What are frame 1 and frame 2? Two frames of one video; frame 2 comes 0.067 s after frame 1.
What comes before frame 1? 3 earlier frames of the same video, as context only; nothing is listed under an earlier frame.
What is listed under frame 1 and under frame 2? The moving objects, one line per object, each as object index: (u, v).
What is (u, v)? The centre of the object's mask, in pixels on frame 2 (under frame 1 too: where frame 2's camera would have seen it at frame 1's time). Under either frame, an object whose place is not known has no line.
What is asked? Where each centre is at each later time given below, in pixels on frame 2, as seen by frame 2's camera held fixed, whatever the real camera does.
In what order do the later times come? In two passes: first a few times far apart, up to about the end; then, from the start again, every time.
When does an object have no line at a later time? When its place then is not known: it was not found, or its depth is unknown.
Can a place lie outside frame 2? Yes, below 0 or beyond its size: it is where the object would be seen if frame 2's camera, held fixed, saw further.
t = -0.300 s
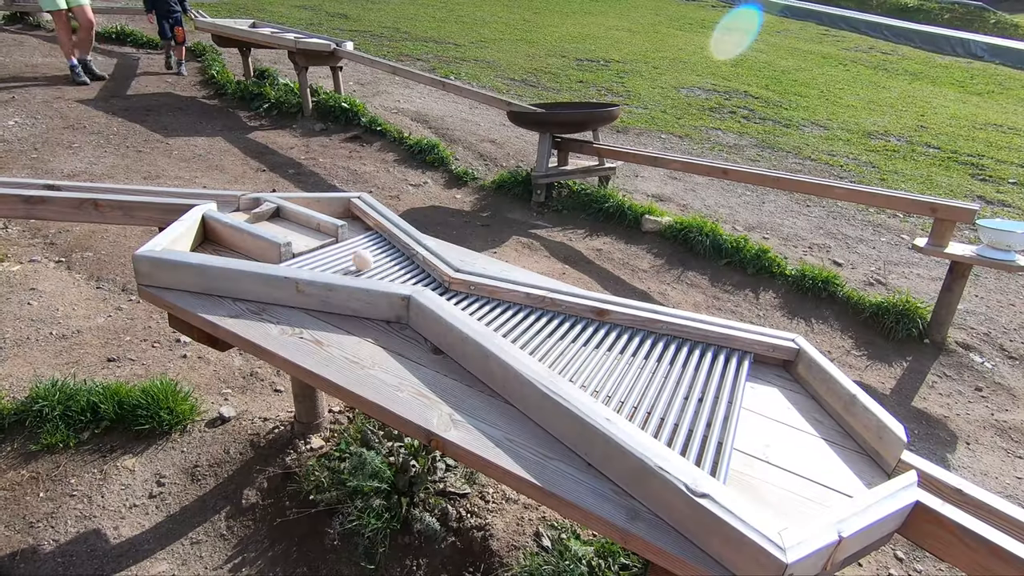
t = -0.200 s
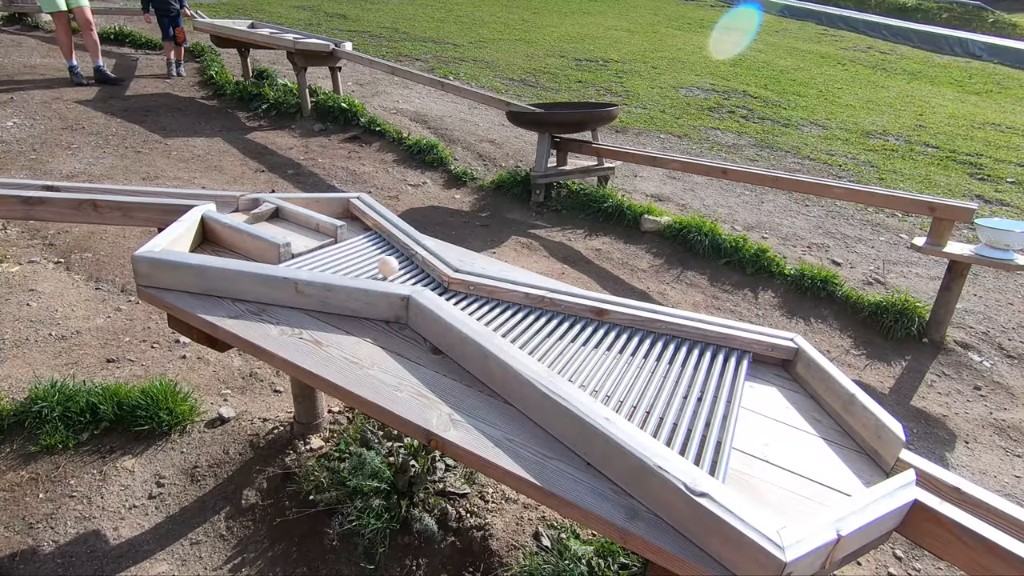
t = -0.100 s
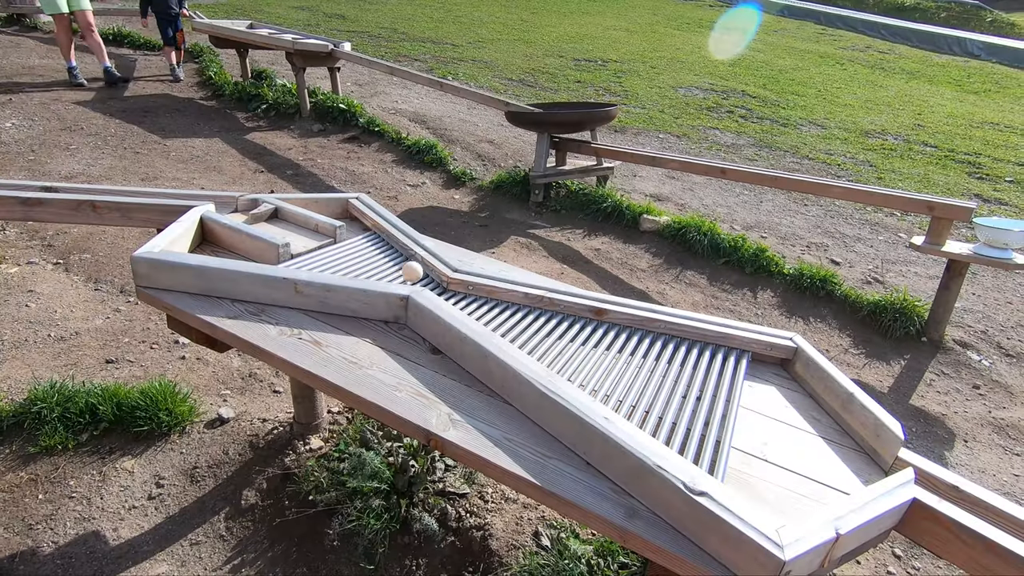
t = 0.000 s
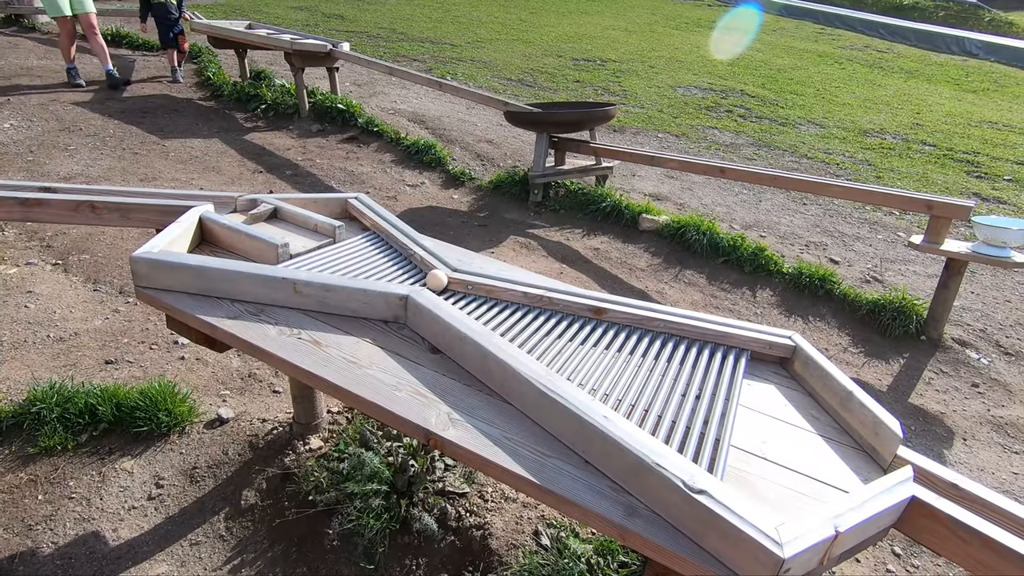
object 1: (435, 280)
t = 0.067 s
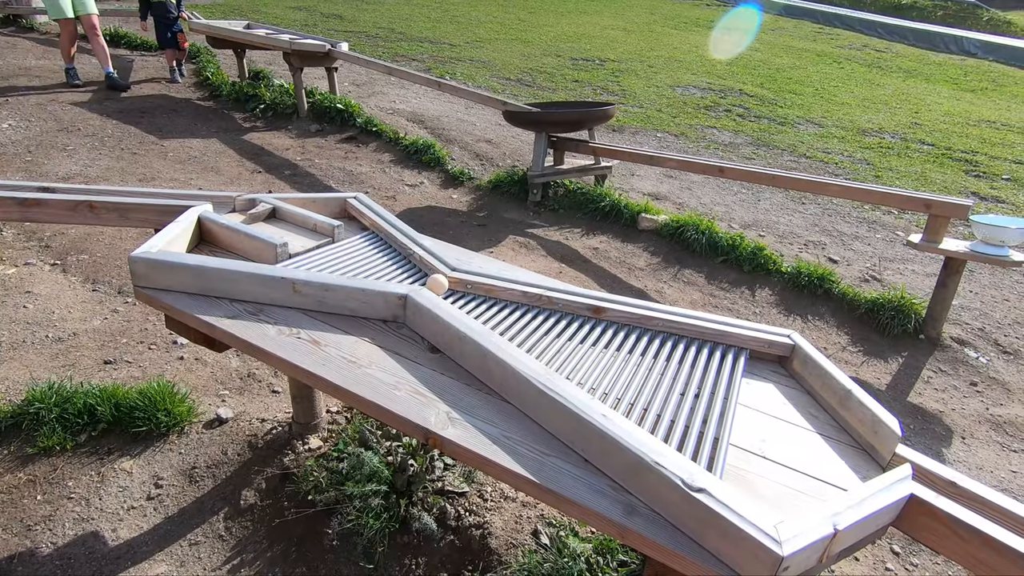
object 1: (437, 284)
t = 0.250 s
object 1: (454, 295)
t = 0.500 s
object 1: (485, 307)
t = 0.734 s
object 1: (517, 315)
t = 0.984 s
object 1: (554, 323)
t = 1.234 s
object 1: (593, 328)
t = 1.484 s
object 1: (635, 332)
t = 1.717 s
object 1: (675, 335)
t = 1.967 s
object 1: (715, 338)
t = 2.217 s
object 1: (754, 348)
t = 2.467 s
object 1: (778, 370)
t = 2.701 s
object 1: (793, 391)
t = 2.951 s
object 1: (835, 419)
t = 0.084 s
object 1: (438, 285)
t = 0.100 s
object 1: (438, 286)
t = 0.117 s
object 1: (439, 289)
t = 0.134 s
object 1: (440, 289)
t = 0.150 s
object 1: (442, 289)
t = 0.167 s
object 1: (444, 290)
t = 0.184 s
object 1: (446, 291)
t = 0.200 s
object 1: (448, 293)
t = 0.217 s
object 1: (450, 293)
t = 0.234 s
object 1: (452, 294)
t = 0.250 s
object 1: (454, 295)
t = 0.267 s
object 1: (456, 296)
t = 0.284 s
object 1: (458, 297)
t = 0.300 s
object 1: (460, 298)
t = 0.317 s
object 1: (461, 298)
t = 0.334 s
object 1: (464, 299)
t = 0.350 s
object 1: (466, 300)
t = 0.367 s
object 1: (468, 302)
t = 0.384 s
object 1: (470, 301)
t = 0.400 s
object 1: (471, 303)
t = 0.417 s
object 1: (474, 303)
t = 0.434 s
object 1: (476, 305)
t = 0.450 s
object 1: (479, 305)
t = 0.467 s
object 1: (480, 305)
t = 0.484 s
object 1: (483, 306)
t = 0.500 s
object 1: (485, 307)
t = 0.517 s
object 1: (487, 308)
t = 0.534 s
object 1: (489, 308)
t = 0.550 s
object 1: (491, 308)
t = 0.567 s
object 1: (493, 309)
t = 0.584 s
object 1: (496, 310)
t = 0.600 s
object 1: (499, 311)
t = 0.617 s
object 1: (501, 311)
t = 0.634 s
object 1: (503, 312)
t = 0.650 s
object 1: (505, 313)
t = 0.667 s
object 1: (508, 313)
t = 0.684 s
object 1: (510, 315)
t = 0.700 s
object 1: (513, 314)
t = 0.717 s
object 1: (515, 314)
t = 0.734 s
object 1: (517, 315)
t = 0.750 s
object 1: (520, 316)
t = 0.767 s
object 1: (522, 316)
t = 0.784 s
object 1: (524, 317)
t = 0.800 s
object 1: (527, 317)
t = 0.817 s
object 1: (529, 318)
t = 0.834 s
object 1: (532, 318)
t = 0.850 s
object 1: (535, 320)
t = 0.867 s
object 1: (537, 320)
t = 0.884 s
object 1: (539, 320)
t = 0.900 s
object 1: (542, 320)
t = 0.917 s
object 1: (544, 321)
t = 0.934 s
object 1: (547, 322)
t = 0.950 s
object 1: (549, 322)
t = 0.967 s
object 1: (552, 322)
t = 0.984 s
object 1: (554, 323)
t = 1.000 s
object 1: (556, 323)
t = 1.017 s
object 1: (559, 324)
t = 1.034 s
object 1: (562, 324)
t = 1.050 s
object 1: (564, 324)
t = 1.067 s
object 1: (567, 325)
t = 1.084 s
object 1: (569, 325)
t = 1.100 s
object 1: (572, 326)
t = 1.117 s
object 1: (575, 326)
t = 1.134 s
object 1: (577, 326)
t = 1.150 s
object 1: (580, 326)
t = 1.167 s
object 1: (582, 327)
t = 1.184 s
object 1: (585, 328)
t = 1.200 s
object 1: (588, 328)
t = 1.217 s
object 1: (591, 328)
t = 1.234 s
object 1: (593, 328)
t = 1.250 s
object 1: (596, 329)
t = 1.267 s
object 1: (599, 330)
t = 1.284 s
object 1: (602, 329)
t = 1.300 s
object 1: (604, 329)
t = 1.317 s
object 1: (607, 330)
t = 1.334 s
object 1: (610, 330)
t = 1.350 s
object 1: (613, 331)
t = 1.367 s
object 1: (616, 331)
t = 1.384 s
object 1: (618, 331)
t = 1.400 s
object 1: (620, 331)
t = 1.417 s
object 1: (624, 332)
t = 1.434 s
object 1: (626, 332)
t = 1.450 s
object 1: (629, 332)
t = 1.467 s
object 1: (632, 332)
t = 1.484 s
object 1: (635, 332)
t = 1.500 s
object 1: (638, 334)
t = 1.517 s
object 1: (641, 333)
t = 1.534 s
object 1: (643, 333)
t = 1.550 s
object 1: (646, 333)
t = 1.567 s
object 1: (649, 334)
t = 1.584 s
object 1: (652, 334)
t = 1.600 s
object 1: (655, 334)
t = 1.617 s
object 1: (658, 333)
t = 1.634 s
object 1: (660, 334)
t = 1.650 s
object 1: (664, 335)
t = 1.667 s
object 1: (666, 334)
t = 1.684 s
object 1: (669, 334)
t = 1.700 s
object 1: (672, 334)
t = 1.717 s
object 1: (675, 335)
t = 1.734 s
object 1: (677, 335)
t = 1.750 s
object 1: (680, 334)
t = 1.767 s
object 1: (682, 334)
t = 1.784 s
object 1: (685, 334)
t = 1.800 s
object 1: (688, 335)
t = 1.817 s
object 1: (691, 335)
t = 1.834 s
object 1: (693, 334)
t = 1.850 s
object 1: (696, 334)
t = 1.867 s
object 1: (699, 334)
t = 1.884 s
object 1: (702, 335)
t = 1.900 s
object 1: (704, 335)
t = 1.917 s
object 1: (707, 335)
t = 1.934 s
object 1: (709, 336)
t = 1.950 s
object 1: (712, 337)
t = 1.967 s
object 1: (715, 338)
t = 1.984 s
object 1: (717, 338)
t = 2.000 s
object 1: (720, 338)
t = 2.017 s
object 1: (722, 339)
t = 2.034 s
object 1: (725, 340)
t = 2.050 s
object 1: (727, 341)
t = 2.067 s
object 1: (730, 341)
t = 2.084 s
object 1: (732, 341)
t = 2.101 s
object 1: (735, 342)
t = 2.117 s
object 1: (738, 343)
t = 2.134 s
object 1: (741, 344)
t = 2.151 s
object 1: (743, 343)
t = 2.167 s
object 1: (746, 344)
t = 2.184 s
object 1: (748, 345)
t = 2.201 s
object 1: (751, 347)
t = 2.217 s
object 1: (754, 348)
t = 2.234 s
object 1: (757, 352)
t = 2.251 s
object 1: (760, 356)
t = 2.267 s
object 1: (763, 359)
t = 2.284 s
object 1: (767, 357)
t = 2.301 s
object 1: (771, 356)
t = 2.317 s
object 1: (776, 356)
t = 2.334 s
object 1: (780, 358)
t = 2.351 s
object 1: (784, 362)
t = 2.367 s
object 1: (782, 364)
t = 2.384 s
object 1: (781, 365)
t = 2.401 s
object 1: (780, 365)
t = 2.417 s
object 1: (779, 366)
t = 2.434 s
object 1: (778, 368)
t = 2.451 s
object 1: (778, 369)
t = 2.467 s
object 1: (778, 370)
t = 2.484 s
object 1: (778, 371)
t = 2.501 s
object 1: (778, 373)
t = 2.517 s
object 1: (778, 374)
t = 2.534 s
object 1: (779, 375)
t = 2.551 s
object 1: (779, 377)
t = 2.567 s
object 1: (780, 378)
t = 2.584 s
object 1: (781, 380)
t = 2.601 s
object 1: (782, 381)
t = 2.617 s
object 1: (783, 382)
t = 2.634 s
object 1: (785, 384)
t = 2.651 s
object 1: (786, 385)
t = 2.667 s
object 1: (788, 387)
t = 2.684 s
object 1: (790, 389)
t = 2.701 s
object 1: (793, 391)
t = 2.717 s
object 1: (795, 392)
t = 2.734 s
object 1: (797, 394)
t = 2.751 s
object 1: (800, 395)
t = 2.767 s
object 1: (803, 397)
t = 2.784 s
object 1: (806, 399)
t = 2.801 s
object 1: (810, 401)
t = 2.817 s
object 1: (813, 403)
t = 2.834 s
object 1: (817, 405)
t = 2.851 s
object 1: (821, 407)
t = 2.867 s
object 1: (825, 409)
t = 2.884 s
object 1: (829, 412)
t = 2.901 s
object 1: (832, 413)
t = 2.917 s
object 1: (832, 415)
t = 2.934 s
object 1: (833, 417)
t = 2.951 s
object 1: (835, 419)
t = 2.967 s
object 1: (837, 422)
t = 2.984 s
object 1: (839, 424)
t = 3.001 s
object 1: (841, 426)
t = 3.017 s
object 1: (843, 429)
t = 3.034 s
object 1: (846, 431)
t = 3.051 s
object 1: (848, 434)
